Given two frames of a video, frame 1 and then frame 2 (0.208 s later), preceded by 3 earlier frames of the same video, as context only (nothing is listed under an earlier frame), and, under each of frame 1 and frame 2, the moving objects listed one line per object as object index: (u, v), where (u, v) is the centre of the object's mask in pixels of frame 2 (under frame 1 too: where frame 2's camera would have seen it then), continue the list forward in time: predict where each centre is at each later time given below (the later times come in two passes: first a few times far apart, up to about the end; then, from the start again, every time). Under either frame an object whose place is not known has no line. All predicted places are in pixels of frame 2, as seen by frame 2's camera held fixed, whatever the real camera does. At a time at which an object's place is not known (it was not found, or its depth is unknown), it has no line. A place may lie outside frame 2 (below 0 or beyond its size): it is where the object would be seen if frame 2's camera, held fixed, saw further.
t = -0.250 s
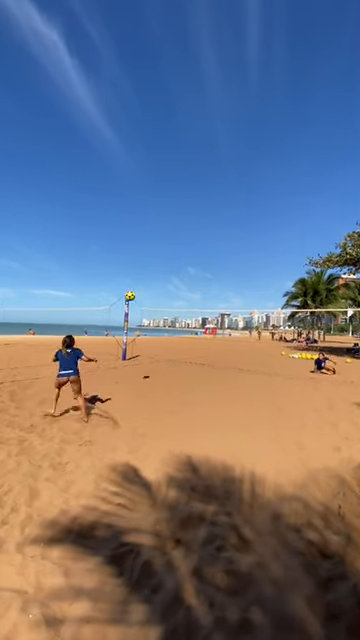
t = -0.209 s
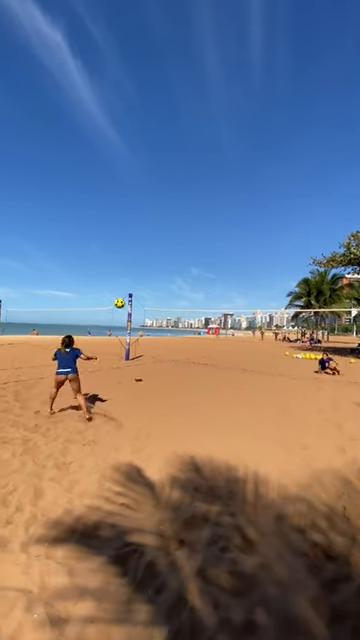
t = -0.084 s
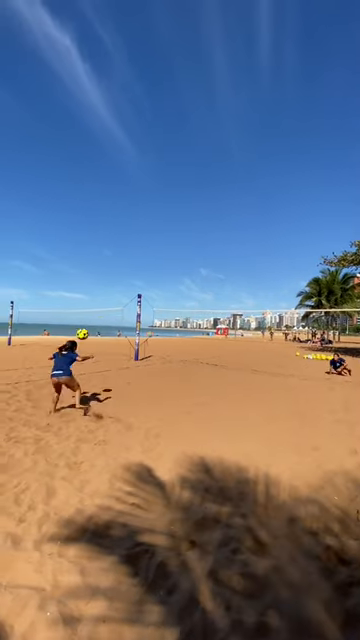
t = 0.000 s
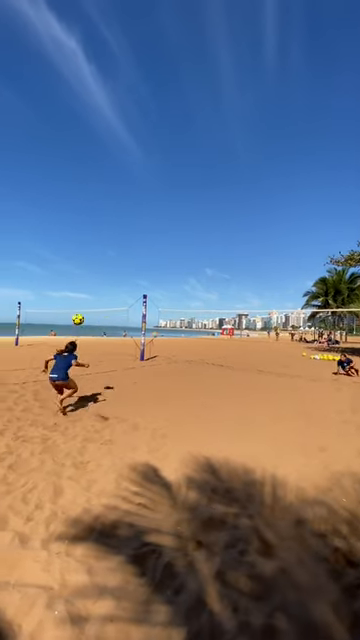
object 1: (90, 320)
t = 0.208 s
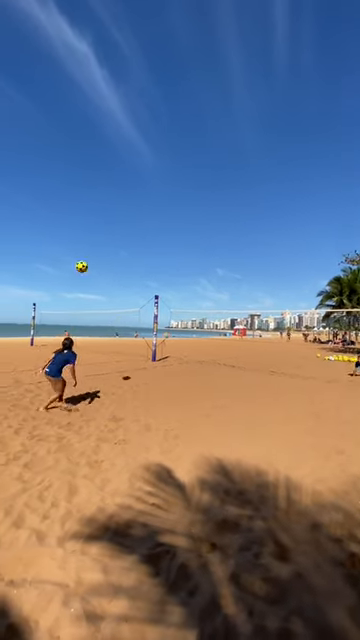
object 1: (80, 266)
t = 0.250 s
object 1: (78, 258)
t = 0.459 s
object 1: (67, 233)
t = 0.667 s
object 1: (55, 229)
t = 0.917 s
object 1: (41, 253)
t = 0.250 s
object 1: (78, 258)
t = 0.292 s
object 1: (76, 252)
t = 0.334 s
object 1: (74, 245)
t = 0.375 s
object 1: (72, 240)
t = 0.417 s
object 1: (70, 236)
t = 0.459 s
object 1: (67, 233)
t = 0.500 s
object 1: (65, 230)
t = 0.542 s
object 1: (63, 229)
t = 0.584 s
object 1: (60, 228)
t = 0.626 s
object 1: (58, 228)
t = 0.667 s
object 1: (55, 229)
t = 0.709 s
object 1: (53, 231)
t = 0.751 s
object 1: (51, 234)
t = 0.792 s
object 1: (48, 237)
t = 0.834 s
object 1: (46, 242)
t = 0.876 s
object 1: (43, 247)
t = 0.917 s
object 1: (41, 253)
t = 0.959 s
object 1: (38, 260)
